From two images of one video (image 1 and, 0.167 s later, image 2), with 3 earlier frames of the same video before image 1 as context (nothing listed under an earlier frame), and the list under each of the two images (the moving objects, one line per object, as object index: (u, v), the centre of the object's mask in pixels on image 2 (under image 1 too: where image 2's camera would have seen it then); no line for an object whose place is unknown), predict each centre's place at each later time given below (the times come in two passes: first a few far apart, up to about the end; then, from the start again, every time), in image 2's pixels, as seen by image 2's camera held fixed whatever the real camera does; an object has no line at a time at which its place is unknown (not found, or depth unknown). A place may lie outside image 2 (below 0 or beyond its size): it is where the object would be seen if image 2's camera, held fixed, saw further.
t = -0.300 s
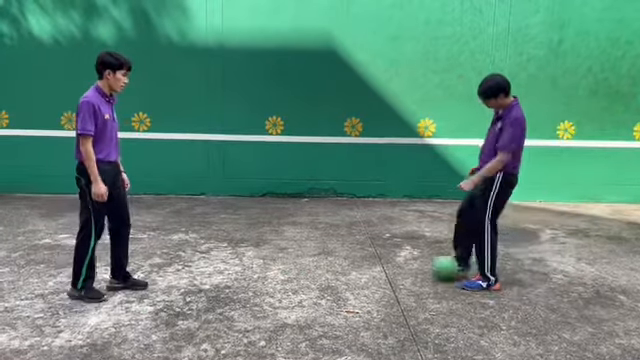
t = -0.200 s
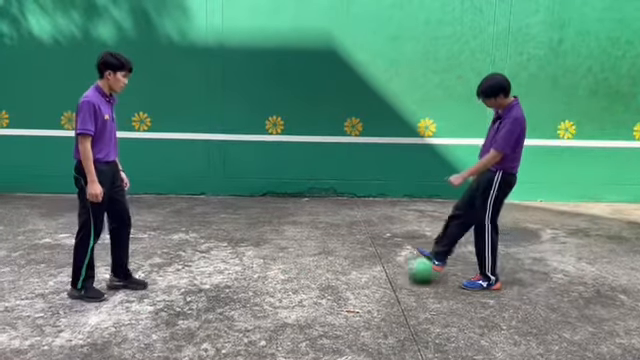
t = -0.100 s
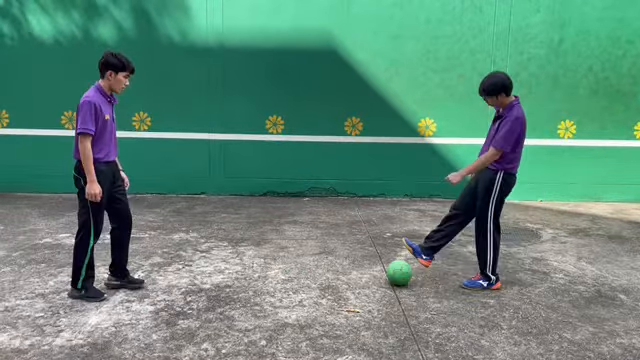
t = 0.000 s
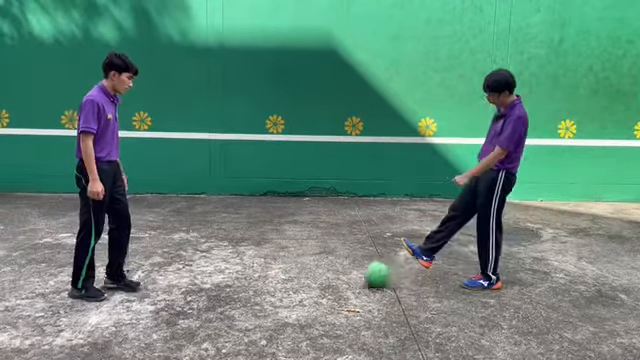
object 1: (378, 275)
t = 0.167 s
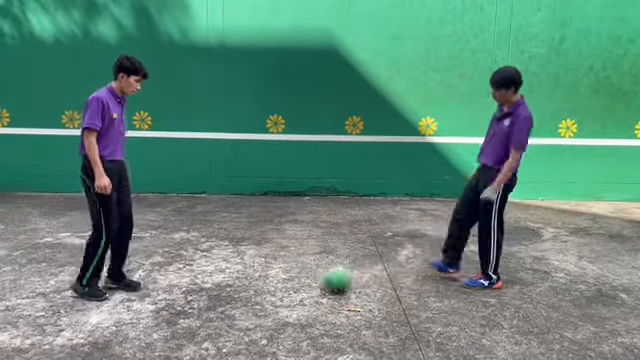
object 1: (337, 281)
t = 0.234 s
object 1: (323, 281)
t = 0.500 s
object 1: (255, 290)
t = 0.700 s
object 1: (202, 296)
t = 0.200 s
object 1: (331, 282)
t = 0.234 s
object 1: (323, 281)
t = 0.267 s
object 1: (316, 283)
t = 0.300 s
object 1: (306, 285)
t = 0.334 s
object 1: (298, 286)
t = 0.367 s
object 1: (289, 286)
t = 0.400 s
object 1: (281, 287)
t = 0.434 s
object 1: (271, 288)
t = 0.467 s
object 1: (266, 288)
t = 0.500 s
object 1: (255, 290)
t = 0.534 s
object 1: (249, 290)
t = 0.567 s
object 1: (237, 292)
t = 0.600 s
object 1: (227, 294)
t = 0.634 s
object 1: (220, 293)
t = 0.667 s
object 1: (210, 297)
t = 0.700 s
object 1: (202, 296)
